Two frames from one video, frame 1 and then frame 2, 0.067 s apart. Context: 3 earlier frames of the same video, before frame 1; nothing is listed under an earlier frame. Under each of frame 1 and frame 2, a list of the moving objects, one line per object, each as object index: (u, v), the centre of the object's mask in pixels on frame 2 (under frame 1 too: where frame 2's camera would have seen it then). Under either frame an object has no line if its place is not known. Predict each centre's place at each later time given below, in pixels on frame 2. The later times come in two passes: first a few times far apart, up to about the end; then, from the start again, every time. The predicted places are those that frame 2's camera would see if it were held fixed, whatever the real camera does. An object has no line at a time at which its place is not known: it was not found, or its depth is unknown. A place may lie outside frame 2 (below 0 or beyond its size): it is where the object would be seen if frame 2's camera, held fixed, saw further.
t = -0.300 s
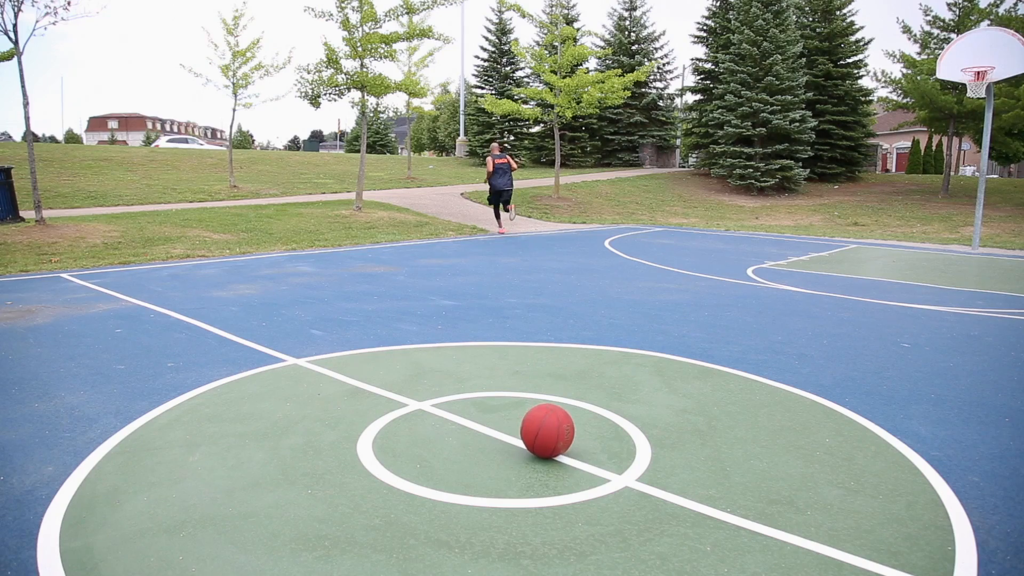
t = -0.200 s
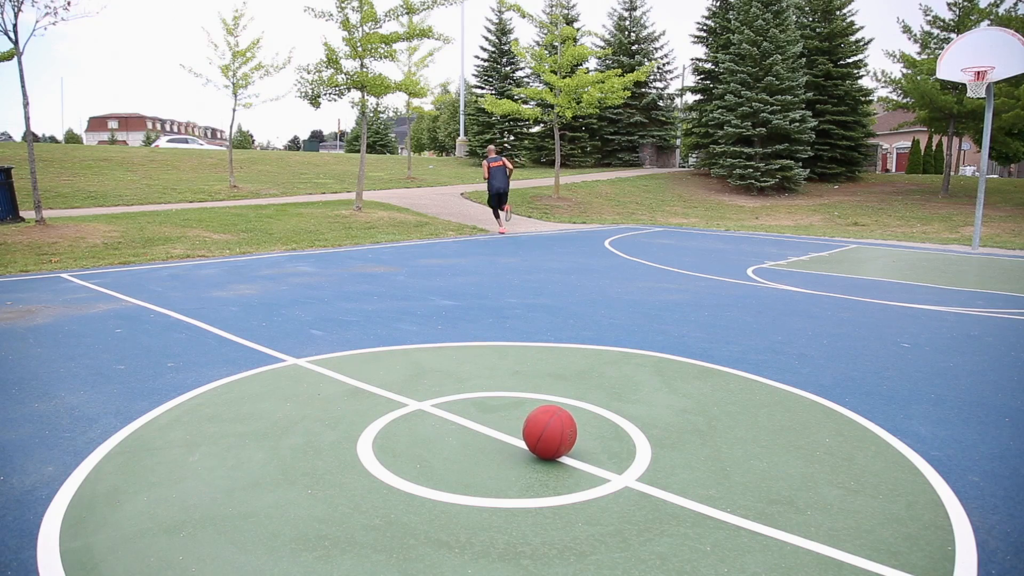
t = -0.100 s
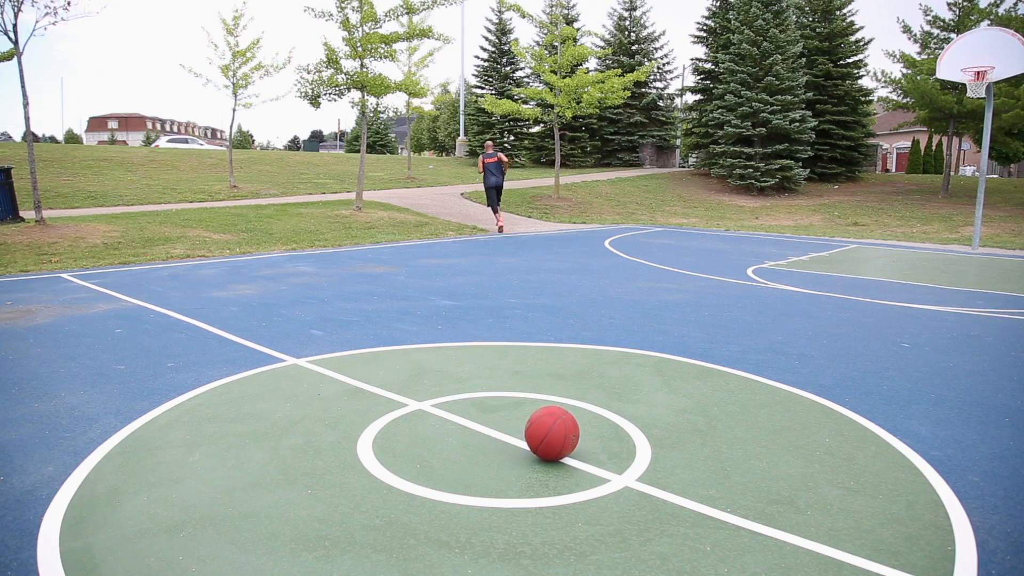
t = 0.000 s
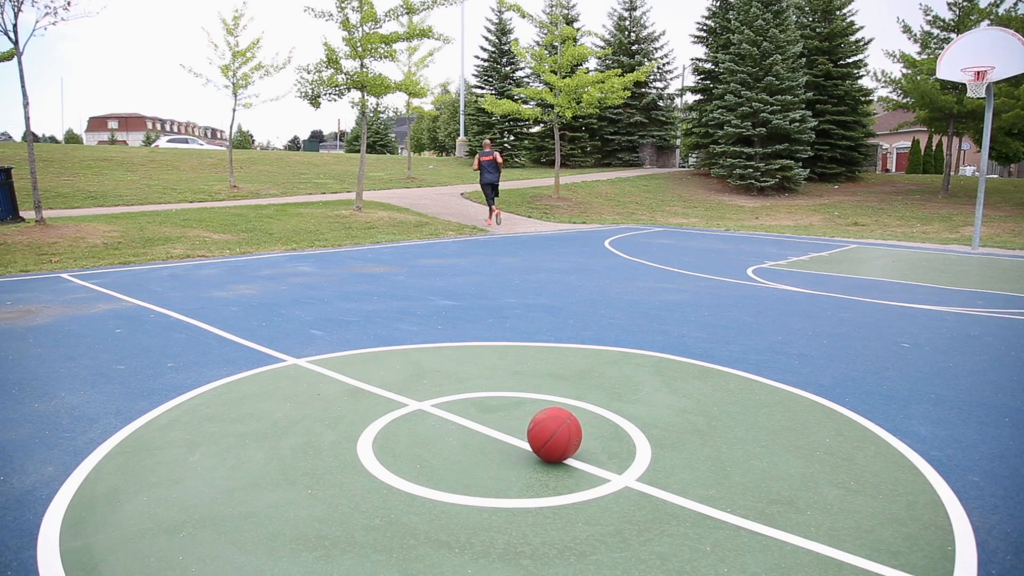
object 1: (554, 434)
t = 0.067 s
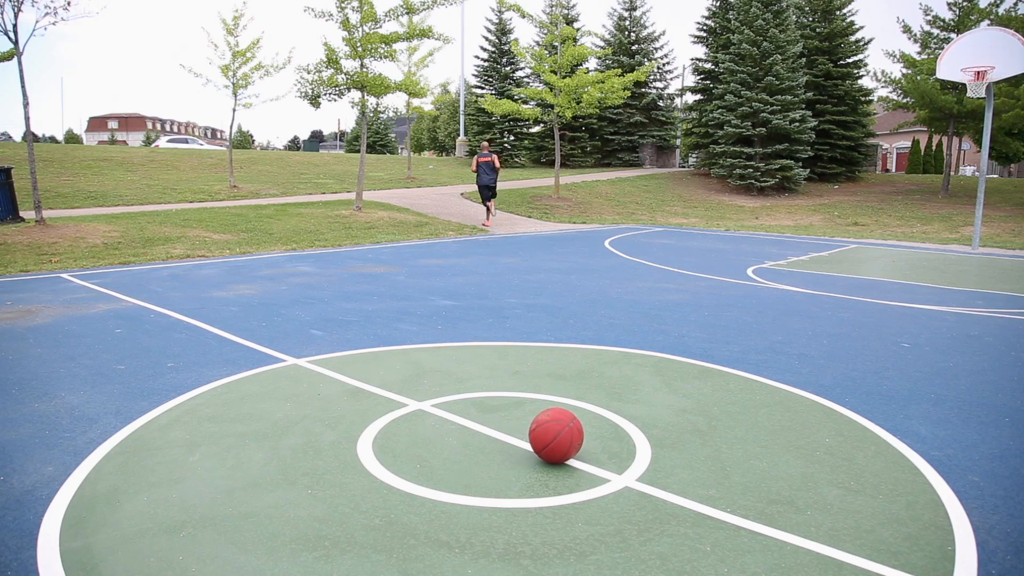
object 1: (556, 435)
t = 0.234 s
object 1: (560, 438)
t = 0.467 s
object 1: (568, 441)
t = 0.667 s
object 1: (576, 445)
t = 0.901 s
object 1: (588, 449)
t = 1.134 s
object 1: (602, 453)
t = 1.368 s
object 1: (616, 457)
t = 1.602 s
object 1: (632, 461)
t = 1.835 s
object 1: (649, 464)
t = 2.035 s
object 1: (663, 467)
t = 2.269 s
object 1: (680, 472)
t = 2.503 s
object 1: (699, 477)
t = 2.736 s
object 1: (718, 483)
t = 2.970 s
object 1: (739, 490)
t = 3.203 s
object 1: (761, 496)
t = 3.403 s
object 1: (780, 500)
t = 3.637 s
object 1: (803, 505)
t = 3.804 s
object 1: (819, 508)
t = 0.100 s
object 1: (557, 436)
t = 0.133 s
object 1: (558, 436)
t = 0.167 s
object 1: (559, 437)
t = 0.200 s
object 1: (559, 437)
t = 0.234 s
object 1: (560, 438)
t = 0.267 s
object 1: (561, 438)
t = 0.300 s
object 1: (562, 439)
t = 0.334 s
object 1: (563, 439)
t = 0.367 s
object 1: (564, 440)
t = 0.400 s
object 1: (565, 440)
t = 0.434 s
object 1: (567, 441)
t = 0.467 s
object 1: (568, 441)
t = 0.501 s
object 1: (569, 442)
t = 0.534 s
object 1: (570, 443)
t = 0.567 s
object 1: (572, 443)
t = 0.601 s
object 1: (573, 444)
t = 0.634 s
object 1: (574, 444)
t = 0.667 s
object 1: (576, 445)
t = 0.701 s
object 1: (577, 445)
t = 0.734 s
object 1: (579, 446)
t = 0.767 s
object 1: (581, 447)
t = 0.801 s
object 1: (582, 447)
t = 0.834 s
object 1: (584, 448)
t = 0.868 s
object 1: (586, 448)
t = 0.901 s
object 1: (588, 449)
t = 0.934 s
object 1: (590, 449)
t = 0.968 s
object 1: (592, 450)
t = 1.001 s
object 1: (594, 450)
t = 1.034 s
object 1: (596, 451)
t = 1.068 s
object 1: (598, 451)
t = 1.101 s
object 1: (600, 452)
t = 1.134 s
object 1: (602, 453)
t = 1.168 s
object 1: (604, 453)
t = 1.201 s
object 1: (606, 453)
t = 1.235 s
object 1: (607, 454)
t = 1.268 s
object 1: (609, 455)
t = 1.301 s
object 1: (611, 456)
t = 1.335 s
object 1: (613, 456)
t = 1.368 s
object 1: (616, 457)
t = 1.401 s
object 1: (618, 457)
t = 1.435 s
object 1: (620, 458)
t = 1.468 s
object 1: (623, 459)
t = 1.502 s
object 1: (625, 459)
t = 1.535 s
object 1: (628, 460)
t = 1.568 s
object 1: (630, 460)
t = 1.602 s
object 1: (632, 461)
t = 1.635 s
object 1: (635, 461)
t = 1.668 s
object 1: (637, 462)
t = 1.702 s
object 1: (639, 462)
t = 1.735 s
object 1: (642, 462)
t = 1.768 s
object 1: (644, 463)
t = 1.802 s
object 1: (647, 463)
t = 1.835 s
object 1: (649, 464)
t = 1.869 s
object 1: (651, 464)
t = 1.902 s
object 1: (654, 465)
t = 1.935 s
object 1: (656, 465)
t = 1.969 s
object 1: (658, 466)
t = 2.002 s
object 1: (661, 466)
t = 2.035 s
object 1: (663, 467)
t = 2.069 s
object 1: (666, 467)
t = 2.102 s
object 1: (668, 468)
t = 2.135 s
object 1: (671, 469)
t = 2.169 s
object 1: (673, 469)
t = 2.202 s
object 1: (675, 470)
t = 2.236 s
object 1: (678, 471)
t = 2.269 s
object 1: (680, 472)
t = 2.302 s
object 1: (683, 472)
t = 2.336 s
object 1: (685, 473)
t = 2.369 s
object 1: (688, 474)
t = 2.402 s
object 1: (691, 475)
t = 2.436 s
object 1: (693, 476)
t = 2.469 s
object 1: (696, 476)
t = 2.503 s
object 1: (699, 477)
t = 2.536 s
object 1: (701, 478)
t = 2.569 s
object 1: (704, 479)
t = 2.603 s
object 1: (707, 480)
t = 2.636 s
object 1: (710, 481)
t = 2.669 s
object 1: (712, 482)
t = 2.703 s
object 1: (715, 482)
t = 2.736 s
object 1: (718, 483)
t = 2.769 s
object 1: (721, 484)
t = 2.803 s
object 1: (724, 485)
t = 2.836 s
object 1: (727, 486)
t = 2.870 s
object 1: (730, 487)
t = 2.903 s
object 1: (733, 488)
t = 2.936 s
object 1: (736, 489)
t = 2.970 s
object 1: (739, 490)
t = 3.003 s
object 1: (742, 490)
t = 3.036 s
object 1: (745, 491)
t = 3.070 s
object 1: (748, 492)
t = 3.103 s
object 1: (751, 493)
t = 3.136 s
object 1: (754, 494)
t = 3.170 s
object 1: (758, 495)
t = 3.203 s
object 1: (761, 496)
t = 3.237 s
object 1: (764, 496)
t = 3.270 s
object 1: (767, 497)
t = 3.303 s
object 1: (770, 498)
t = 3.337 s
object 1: (774, 499)
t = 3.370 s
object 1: (777, 500)
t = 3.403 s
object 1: (780, 500)
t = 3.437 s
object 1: (783, 501)
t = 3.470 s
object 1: (787, 502)
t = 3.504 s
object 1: (790, 502)
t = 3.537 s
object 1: (793, 503)
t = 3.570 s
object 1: (796, 504)
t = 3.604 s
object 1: (799, 504)
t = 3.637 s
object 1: (803, 505)
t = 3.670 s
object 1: (806, 506)
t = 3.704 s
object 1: (809, 507)
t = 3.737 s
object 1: (813, 507)
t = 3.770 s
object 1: (816, 508)
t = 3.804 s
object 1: (819, 508)
